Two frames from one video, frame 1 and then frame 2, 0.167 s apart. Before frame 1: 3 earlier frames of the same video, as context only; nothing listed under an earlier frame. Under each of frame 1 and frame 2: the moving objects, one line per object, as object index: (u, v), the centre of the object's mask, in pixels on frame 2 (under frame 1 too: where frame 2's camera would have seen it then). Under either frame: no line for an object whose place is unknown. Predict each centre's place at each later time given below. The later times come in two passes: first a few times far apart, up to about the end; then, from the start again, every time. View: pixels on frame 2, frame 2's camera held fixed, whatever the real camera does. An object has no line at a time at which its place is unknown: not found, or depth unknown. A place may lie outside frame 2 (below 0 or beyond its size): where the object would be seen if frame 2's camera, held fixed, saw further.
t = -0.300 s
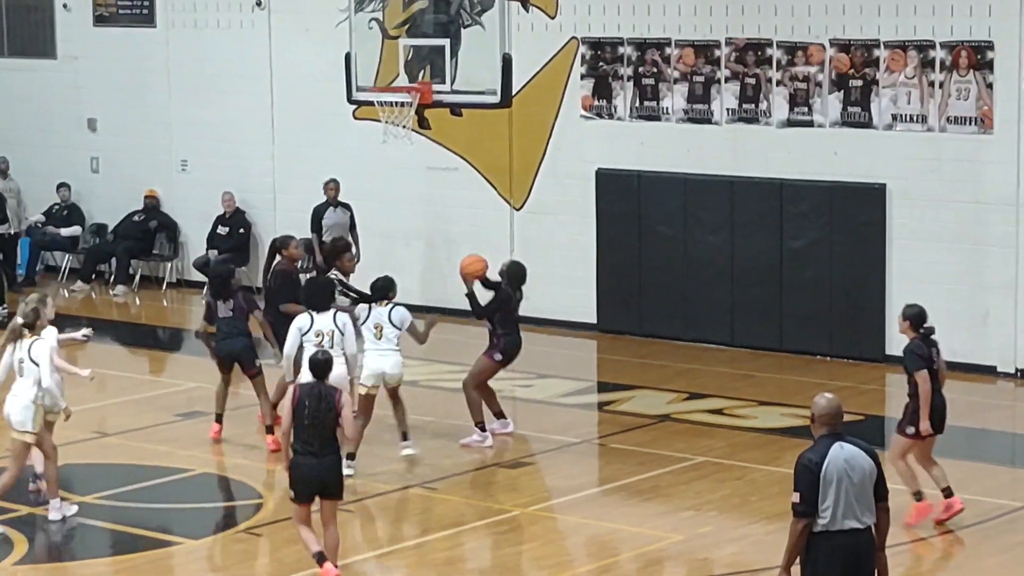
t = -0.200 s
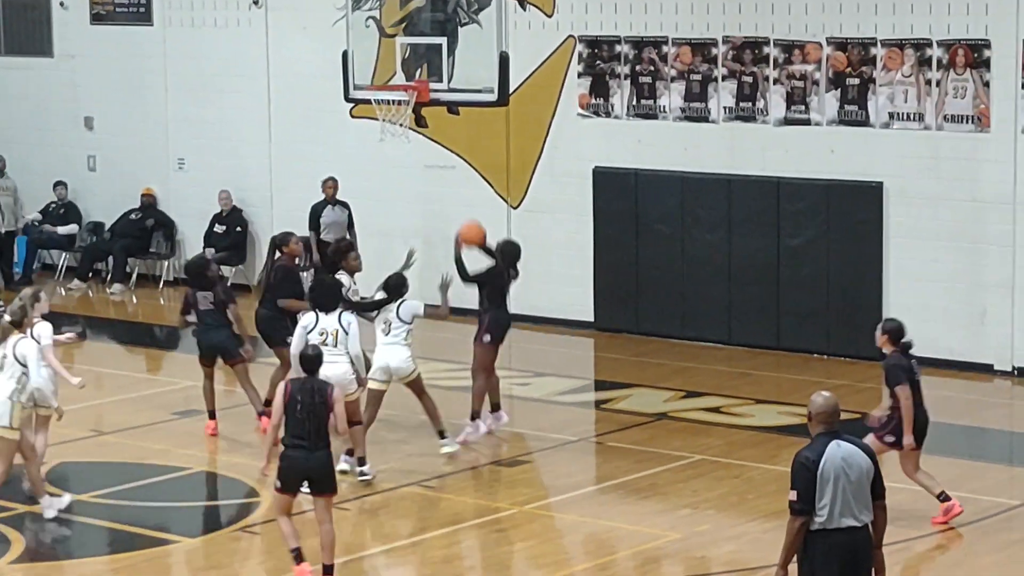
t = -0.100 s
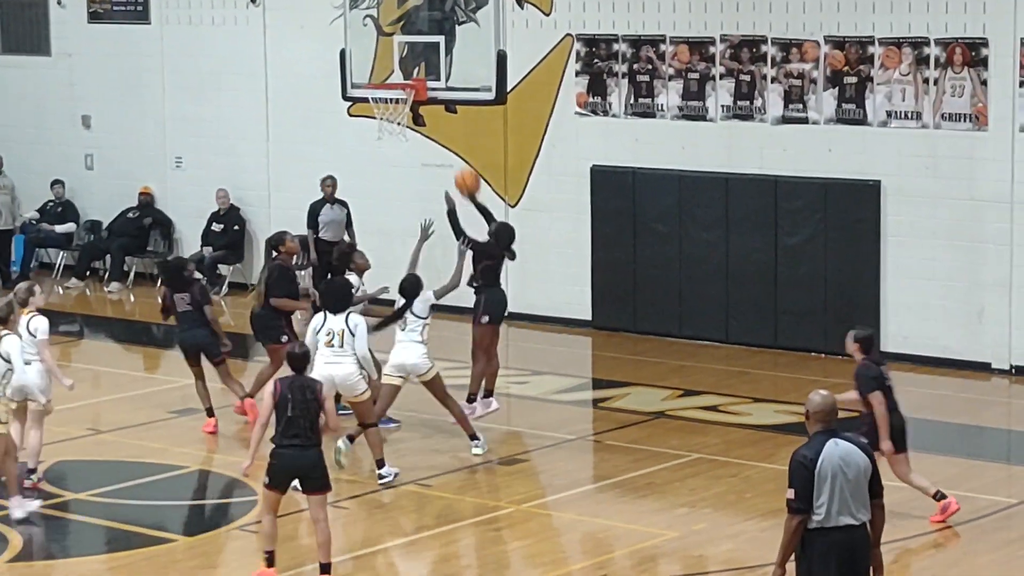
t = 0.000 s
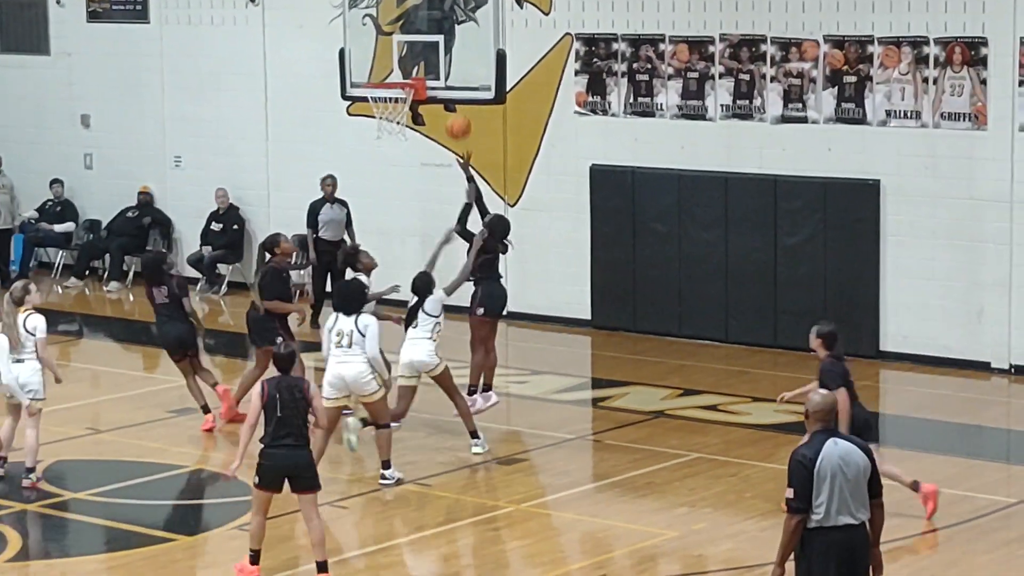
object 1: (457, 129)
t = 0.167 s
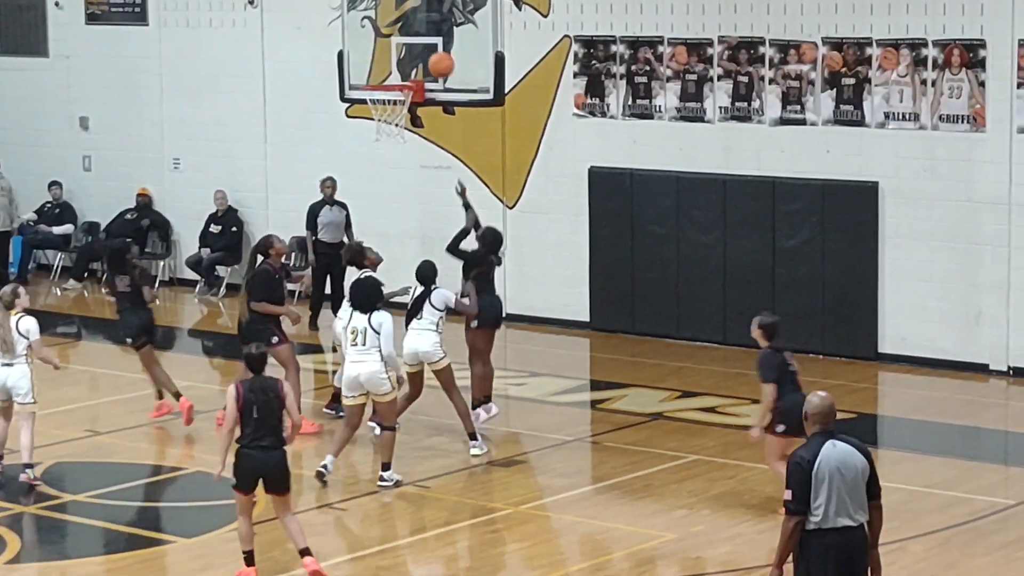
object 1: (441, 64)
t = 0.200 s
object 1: (437, 57)
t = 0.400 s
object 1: (400, 51)
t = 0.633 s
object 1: (382, 75)
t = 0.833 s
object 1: (390, 78)
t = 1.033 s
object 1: (387, 94)
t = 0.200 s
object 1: (437, 57)
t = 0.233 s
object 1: (431, 53)
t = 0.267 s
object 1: (425, 51)
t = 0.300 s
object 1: (419, 50)
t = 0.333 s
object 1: (413, 49)
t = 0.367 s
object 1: (406, 49)
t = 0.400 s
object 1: (400, 51)
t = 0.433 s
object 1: (393, 55)
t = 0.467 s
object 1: (387, 58)
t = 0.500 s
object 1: (381, 64)
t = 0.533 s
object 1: (376, 71)
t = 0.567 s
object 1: (371, 76)
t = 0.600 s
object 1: (376, 75)
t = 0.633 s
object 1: (382, 75)
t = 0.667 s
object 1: (388, 74)
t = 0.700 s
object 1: (394, 75)
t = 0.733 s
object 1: (400, 79)
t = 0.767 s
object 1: (400, 79)
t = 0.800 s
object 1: (395, 79)
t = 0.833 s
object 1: (390, 78)
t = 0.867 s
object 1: (384, 82)
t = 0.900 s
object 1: (381, 84)
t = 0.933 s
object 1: (380, 86)
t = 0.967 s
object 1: (383, 88)
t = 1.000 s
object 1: (385, 91)
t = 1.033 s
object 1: (387, 94)
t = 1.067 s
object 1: (391, 99)
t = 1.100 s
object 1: (393, 103)
